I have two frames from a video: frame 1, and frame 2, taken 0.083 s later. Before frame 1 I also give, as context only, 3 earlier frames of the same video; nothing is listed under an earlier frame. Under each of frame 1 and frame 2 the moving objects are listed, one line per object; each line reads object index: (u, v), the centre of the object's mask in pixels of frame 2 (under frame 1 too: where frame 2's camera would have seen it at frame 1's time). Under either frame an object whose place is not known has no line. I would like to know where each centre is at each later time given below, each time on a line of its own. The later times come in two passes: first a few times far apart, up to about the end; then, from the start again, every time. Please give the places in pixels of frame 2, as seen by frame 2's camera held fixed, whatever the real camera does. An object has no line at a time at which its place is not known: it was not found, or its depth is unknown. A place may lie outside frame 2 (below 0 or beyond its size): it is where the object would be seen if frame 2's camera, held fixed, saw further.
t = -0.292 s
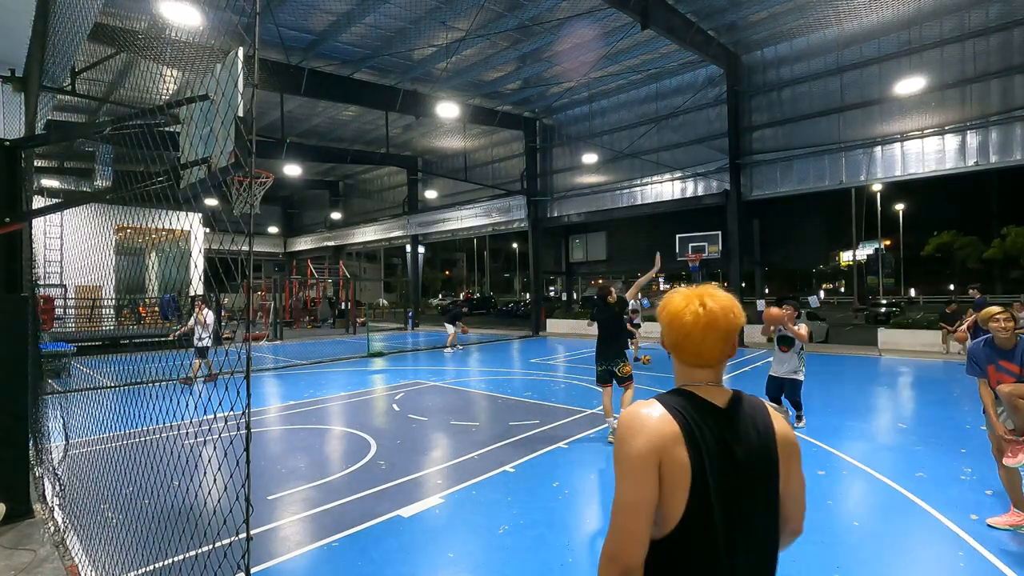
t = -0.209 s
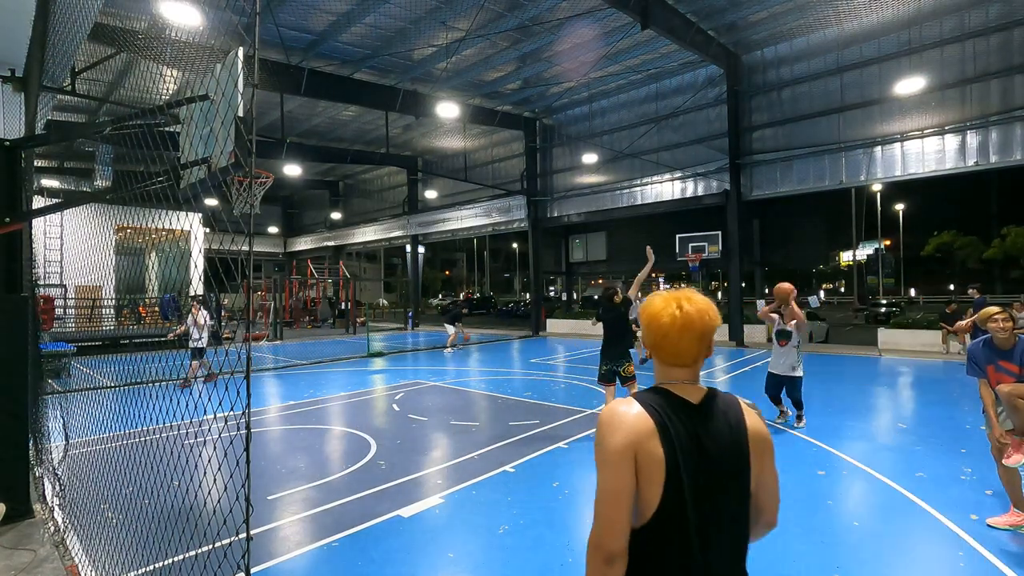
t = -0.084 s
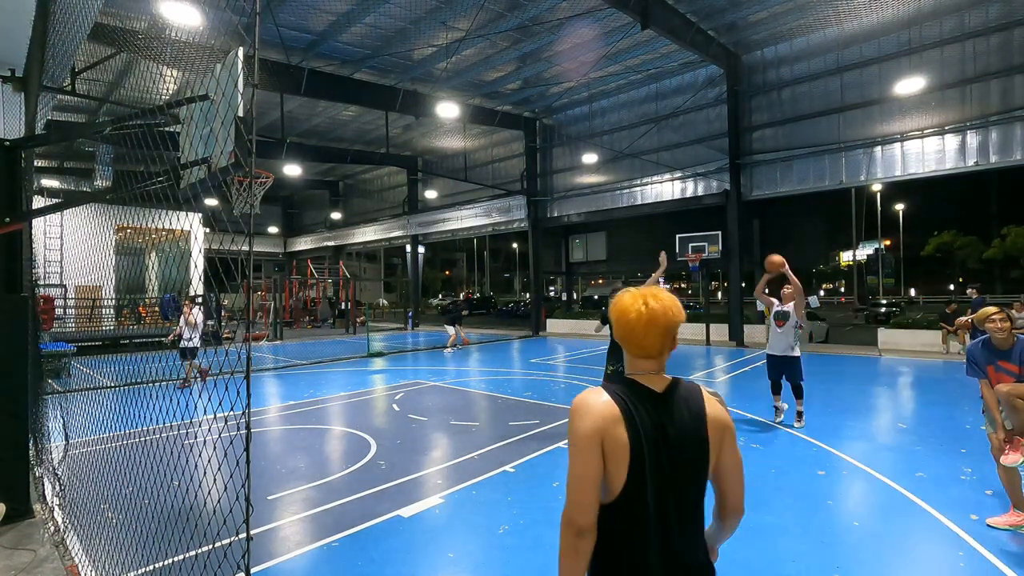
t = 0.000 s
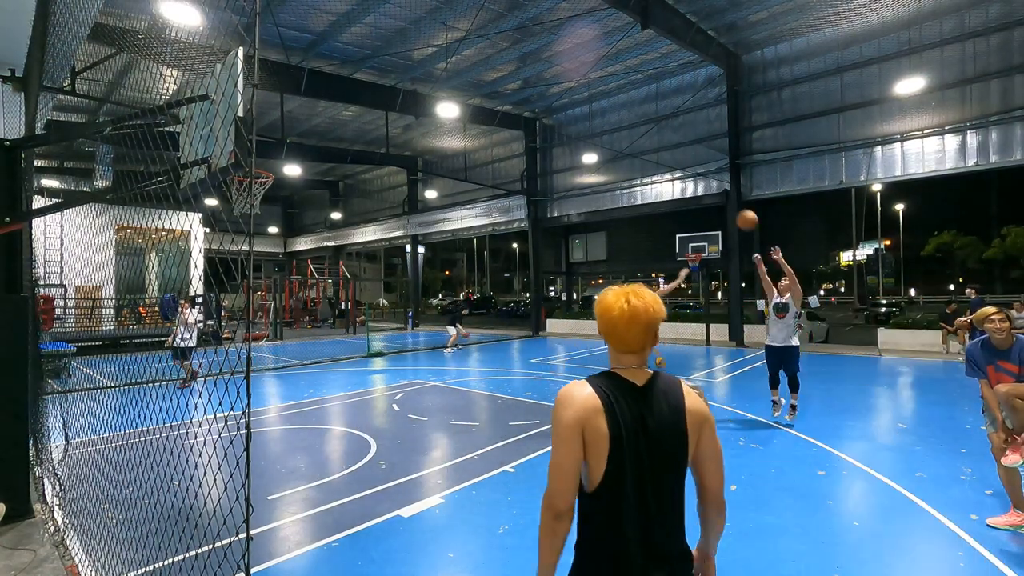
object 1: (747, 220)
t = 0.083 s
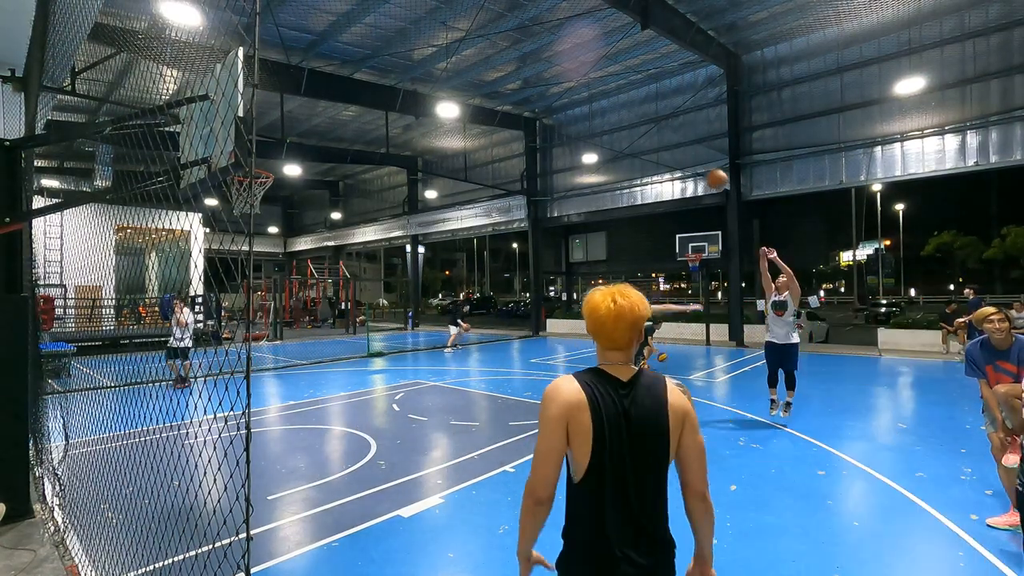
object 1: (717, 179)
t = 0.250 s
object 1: (657, 111)
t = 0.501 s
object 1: (565, 52)
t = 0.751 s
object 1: (474, 39)
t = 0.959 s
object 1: (398, 67)
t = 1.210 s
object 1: (306, 145)
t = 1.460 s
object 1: (215, 277)
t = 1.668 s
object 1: (137, 431)
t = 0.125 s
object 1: (702, 160)
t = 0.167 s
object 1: (687, 143)
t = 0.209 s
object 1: (672, 123)
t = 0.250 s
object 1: (657, 111)
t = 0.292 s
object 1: (641, 98)
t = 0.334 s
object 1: (626, 86)
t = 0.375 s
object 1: (611, 76)
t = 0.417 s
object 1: (596, 67)
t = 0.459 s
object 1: (581, 59)
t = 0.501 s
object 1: (565, 52)
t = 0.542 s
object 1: (550, 47)
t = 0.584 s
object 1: (534, 42)
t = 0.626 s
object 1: (520, 40)
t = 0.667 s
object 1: (504, 38)
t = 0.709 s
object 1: (490, 38)
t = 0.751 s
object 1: (474, 39)
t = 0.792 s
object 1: (460, 42)
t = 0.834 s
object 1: (444, 45)
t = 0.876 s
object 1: (428, 52)
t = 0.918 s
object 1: (413, 59)
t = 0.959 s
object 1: (398, 67)
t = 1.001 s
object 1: (383, 76)
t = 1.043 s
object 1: (367, 87)
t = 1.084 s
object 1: (352, 99)
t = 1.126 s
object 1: (337, 113)
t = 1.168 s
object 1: (321, 129)
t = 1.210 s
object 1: (306, 145)
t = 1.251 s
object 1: (291, 164)
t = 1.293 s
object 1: (277, 187)
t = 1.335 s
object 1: (265, 205)
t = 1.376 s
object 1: (245, 226)
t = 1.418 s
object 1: (230, 254)
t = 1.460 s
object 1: (215, 277)
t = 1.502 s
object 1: (201, 308)
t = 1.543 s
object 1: (186, 334)
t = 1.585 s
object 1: (170, 364)
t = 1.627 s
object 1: (154, 396)
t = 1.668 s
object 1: (137, 431)
